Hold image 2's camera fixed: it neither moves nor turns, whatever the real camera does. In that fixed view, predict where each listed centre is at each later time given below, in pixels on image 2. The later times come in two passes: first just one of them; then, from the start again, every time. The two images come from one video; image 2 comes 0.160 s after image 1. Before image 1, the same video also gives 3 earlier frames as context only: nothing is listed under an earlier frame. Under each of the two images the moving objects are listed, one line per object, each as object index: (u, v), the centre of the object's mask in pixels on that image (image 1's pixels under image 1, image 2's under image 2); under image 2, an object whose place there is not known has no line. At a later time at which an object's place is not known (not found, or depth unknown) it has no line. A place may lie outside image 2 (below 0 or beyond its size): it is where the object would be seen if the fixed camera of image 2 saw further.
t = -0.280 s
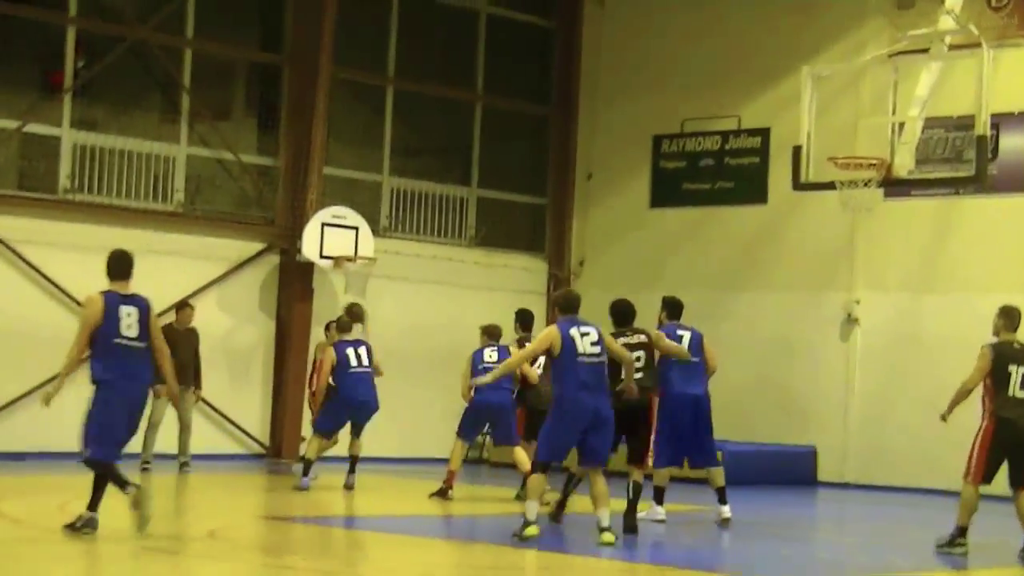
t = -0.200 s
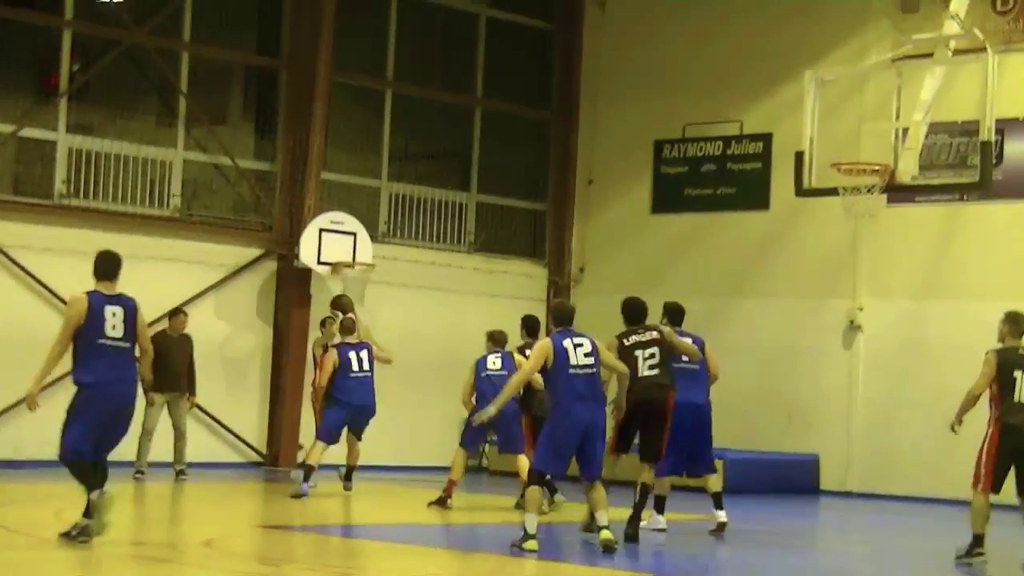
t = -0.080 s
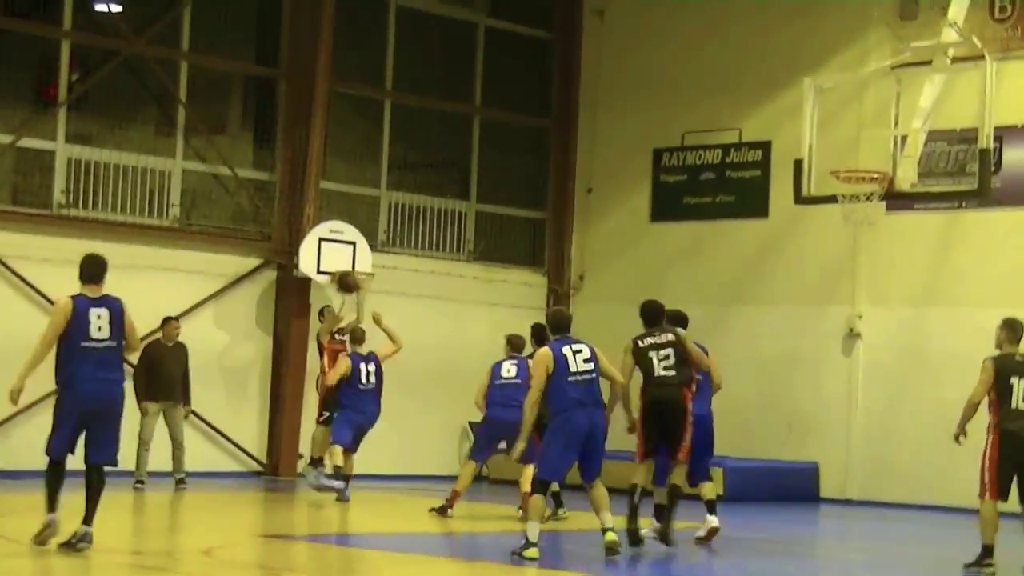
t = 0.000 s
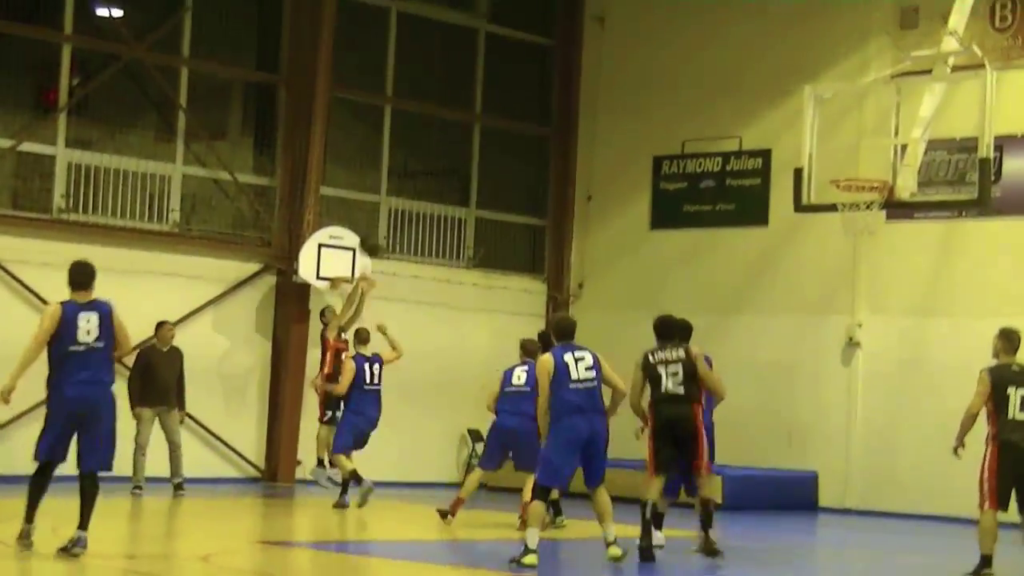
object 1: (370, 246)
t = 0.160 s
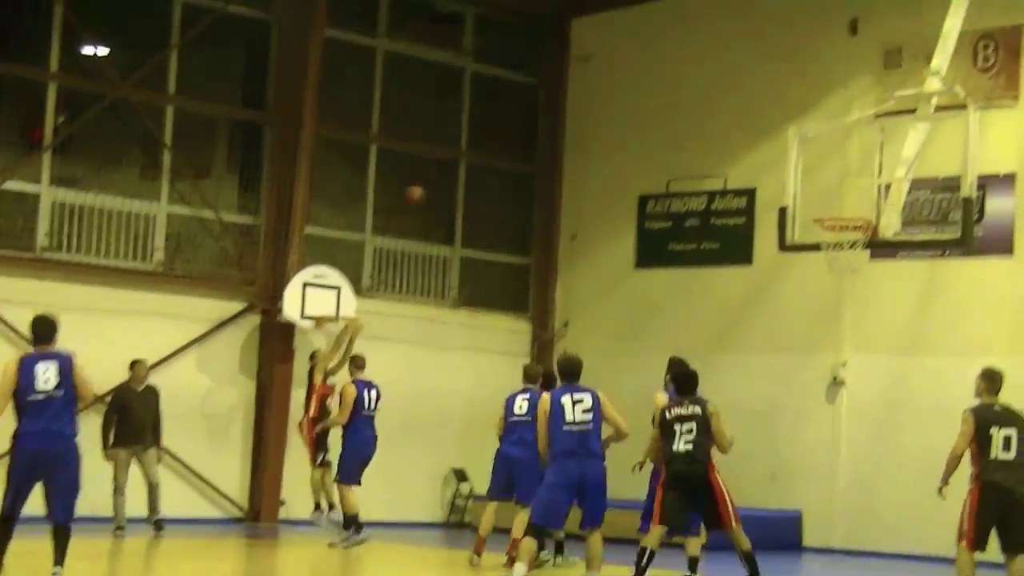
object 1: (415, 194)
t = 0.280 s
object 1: (462, 145)
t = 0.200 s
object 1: (430, 180)
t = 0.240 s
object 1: (446, 161)
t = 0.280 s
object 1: (462, 145)
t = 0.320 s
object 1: (477, 130)
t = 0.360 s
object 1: (489, 119)
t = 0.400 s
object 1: (504, 108)
